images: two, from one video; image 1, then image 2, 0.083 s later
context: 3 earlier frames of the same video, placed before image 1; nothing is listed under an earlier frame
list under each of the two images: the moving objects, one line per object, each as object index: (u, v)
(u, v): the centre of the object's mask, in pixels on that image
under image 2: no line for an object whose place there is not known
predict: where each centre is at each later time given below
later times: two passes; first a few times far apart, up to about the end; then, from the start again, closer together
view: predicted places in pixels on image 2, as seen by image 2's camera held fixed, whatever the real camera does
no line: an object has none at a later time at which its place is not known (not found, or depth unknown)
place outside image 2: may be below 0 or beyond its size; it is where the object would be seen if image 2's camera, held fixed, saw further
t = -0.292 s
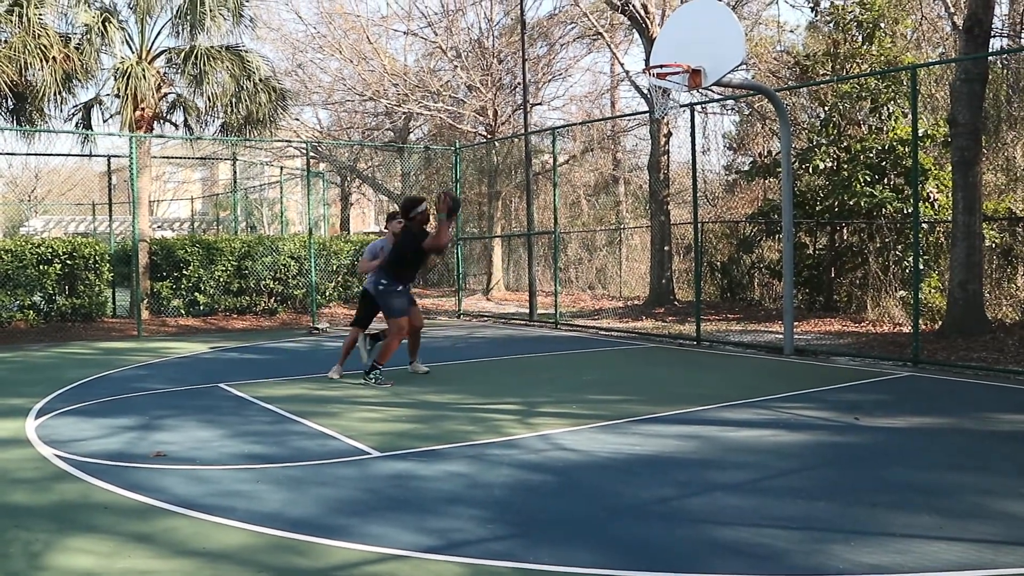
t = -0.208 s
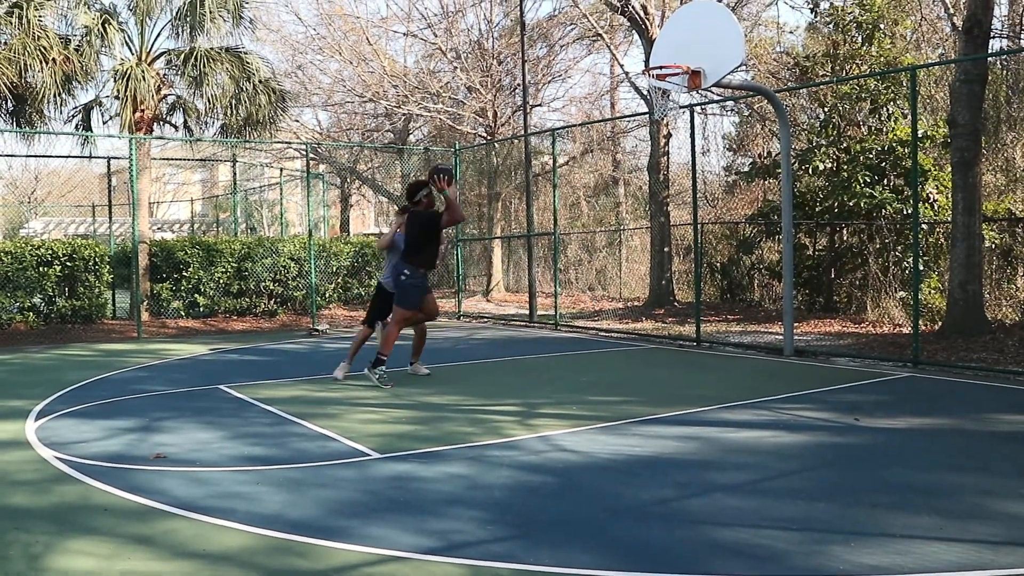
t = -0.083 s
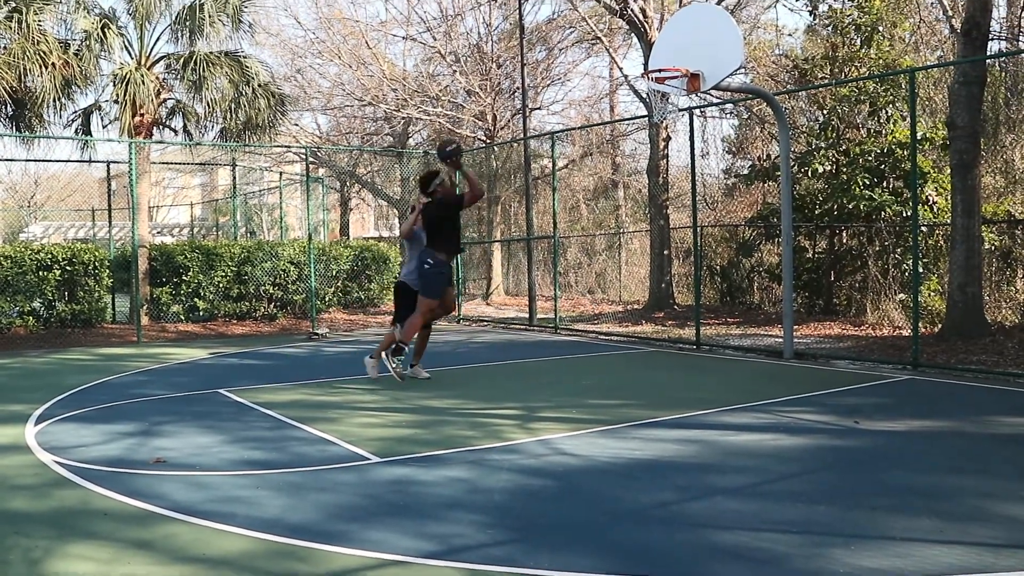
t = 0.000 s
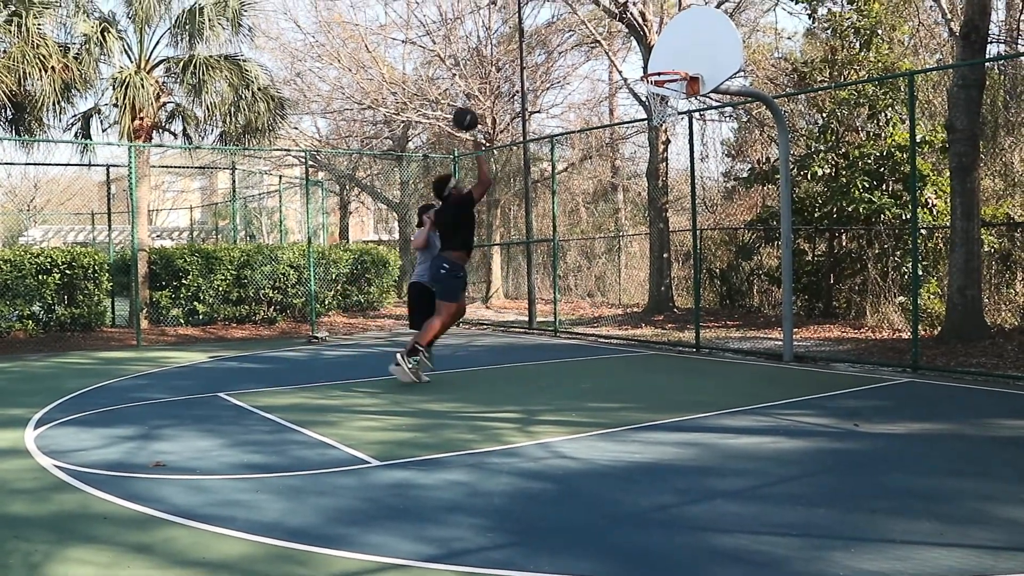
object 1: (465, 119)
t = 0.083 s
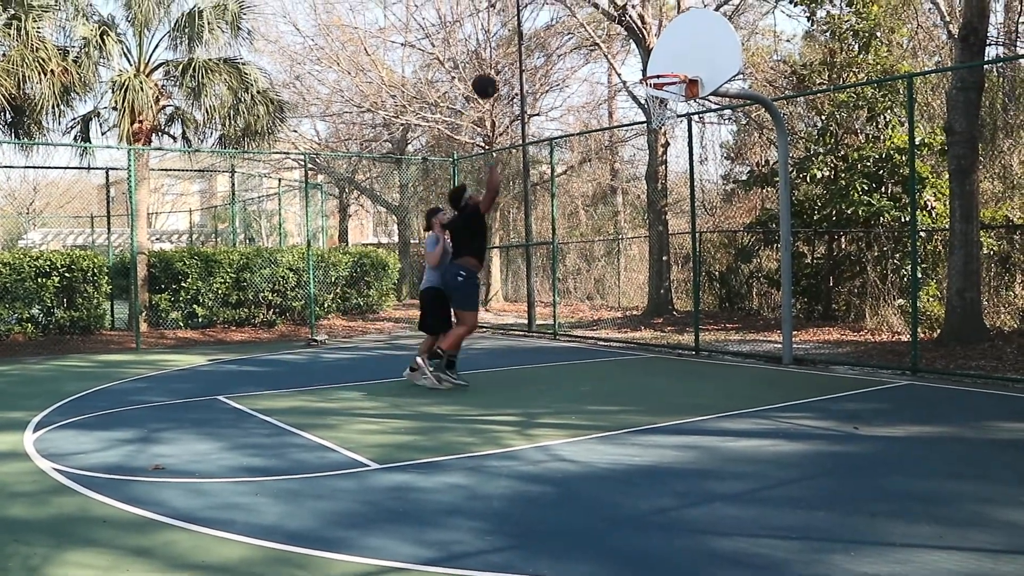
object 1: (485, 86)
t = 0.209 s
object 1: (515, 45)
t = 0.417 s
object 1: (560, 18)
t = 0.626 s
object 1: (606, 33)
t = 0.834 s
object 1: (627, 54)
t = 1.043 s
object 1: (586, 29)
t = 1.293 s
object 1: (536, 56)
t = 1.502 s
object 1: (492, 133)
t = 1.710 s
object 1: (448, 263)
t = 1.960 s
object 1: (405, 335)
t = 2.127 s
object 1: (383, 247)
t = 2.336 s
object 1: (356, 178)
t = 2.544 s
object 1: (329, 159)
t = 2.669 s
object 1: (315, 170)
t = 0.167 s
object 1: (504, 57)
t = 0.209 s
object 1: (515, 45)
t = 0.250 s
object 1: (524, 37)
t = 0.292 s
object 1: (533, 29)
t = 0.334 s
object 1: (541, 24)
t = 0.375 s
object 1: (551, 20)
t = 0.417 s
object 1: (560, 18)
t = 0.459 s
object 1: (569, 18)
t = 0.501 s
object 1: (578, 19)
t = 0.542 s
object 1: (588, 22)
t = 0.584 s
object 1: (597, 26)
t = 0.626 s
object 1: (606, 33)
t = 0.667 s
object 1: (616, 41)
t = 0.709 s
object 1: (625, 51)
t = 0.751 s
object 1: (634, 63)
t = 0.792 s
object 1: (635, 65)
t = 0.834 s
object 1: (627, 54)
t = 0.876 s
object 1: (619, 46)
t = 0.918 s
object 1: (611, 39)
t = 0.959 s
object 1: (603, 34)
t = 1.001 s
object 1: (594, 31)
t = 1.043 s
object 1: (586, 29)
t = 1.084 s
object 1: (578, 29)
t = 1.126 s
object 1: (569, 31)
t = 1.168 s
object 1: (560, 35)
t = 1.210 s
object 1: (552, 40)
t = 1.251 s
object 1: (544, 47)
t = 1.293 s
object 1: (536, 56)
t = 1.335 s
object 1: (527, 68)
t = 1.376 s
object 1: (518, 81)
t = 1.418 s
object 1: (509, 96)
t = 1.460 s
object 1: (501, 113)
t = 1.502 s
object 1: (492, 133)
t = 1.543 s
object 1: (484, 154)
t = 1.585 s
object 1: (475, 178)
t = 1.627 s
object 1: (466, 204)
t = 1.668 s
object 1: (458, 231)
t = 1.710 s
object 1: (448, 263)
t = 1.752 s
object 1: (440, 294)
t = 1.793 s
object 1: (432, 329)
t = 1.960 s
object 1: (405, 335)
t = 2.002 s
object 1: (400, 311)
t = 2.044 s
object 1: (395, 288)
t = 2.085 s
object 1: (388, 266)
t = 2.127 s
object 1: (383, 247)
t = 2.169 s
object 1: (378, 229)
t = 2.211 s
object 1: (372, 214)
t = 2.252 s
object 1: (366, 199)
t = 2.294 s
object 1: (361, 188)
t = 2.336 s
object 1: (356, 178)
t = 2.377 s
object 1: (350, 171)
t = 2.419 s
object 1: (345, 165)
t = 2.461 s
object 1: (339, 160)
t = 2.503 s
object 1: (334, 159)
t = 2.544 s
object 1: (329, 159)
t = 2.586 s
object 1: (324, 160)
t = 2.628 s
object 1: (320, 164)
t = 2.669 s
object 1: (315, 170)
